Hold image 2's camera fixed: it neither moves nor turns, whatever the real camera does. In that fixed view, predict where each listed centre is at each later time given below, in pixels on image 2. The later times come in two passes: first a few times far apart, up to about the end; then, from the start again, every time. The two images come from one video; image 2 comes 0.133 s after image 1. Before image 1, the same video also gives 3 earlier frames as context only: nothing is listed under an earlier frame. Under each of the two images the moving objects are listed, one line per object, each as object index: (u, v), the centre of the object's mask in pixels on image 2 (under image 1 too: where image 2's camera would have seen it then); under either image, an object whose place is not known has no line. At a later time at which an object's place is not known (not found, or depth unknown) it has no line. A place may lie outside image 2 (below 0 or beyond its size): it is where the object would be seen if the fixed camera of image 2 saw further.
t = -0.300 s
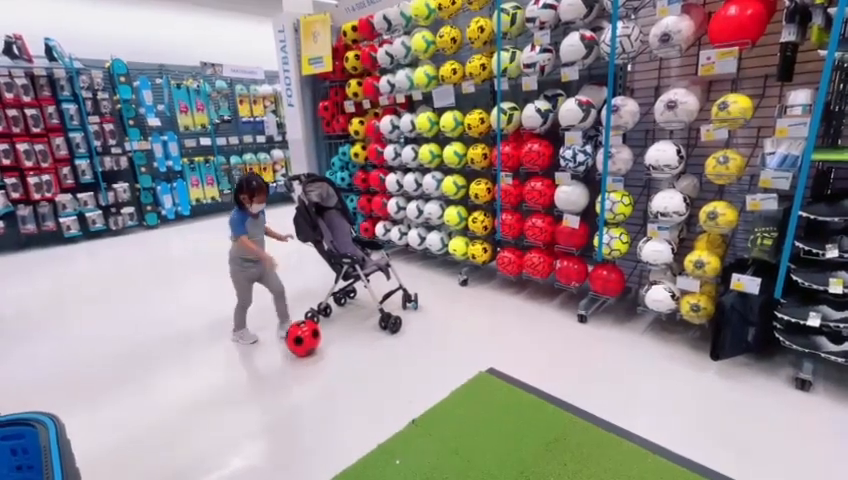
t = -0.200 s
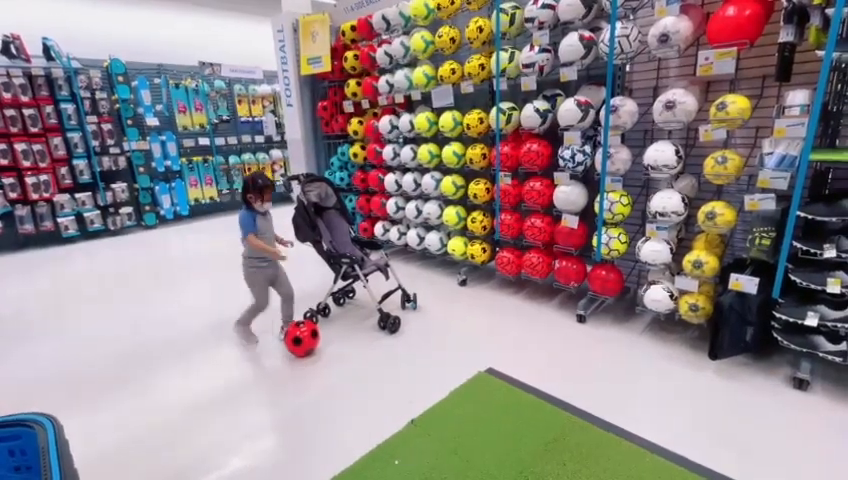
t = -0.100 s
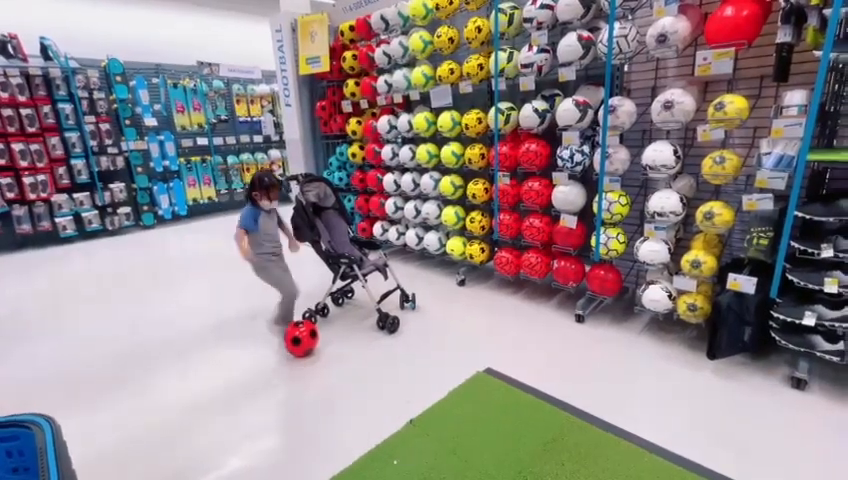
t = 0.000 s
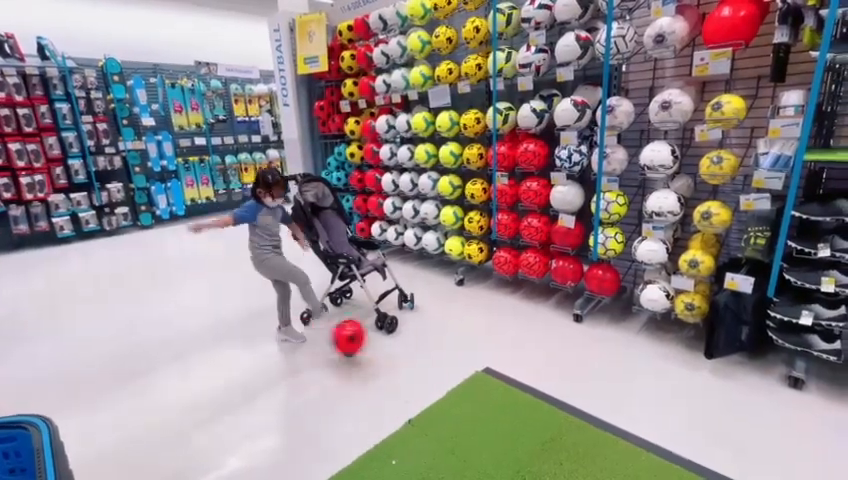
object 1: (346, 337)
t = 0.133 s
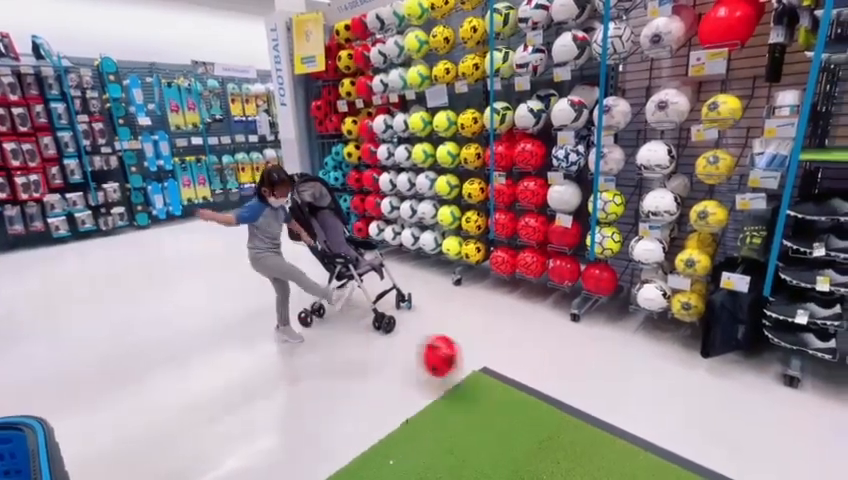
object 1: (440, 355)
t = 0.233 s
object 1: (514, 377)
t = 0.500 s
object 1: (718, 426)
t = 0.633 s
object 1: (833, 452)
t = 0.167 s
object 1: (467, 367)
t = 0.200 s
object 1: (492, 376)
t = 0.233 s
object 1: (514, 377)
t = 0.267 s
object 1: (537, 379)
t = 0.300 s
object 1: (562, 385)
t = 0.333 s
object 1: (587, 394)
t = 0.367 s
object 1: (613, 404)
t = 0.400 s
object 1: (638, 410)
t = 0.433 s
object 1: (664, 413)
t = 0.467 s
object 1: (691, 420)
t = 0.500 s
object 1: (718, 426)
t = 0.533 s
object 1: (746, 432)
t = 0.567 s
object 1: (773, 440)
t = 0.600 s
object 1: (803, 445)
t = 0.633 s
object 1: (833, 452)
